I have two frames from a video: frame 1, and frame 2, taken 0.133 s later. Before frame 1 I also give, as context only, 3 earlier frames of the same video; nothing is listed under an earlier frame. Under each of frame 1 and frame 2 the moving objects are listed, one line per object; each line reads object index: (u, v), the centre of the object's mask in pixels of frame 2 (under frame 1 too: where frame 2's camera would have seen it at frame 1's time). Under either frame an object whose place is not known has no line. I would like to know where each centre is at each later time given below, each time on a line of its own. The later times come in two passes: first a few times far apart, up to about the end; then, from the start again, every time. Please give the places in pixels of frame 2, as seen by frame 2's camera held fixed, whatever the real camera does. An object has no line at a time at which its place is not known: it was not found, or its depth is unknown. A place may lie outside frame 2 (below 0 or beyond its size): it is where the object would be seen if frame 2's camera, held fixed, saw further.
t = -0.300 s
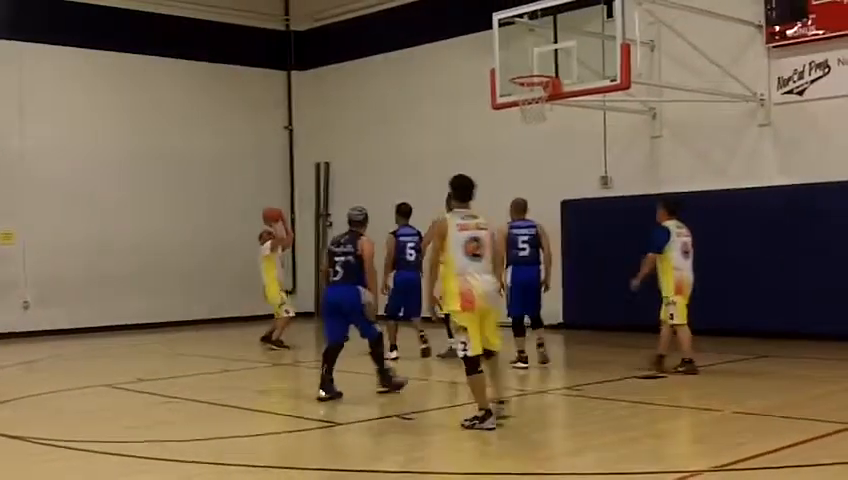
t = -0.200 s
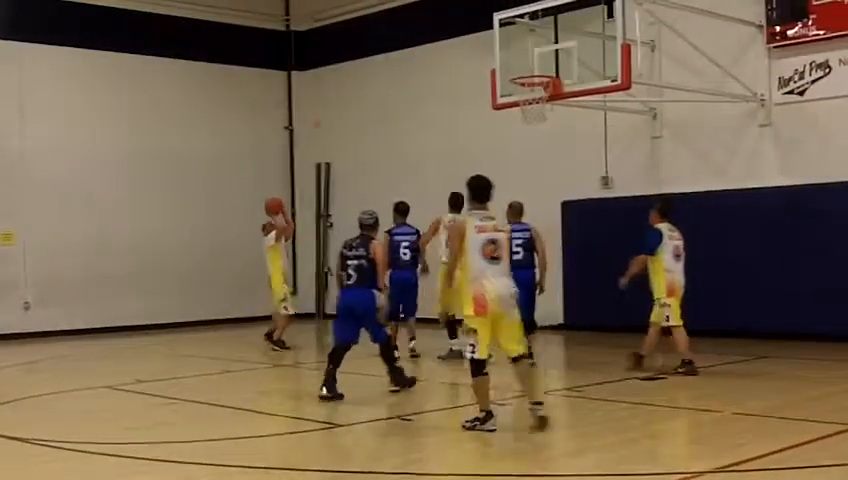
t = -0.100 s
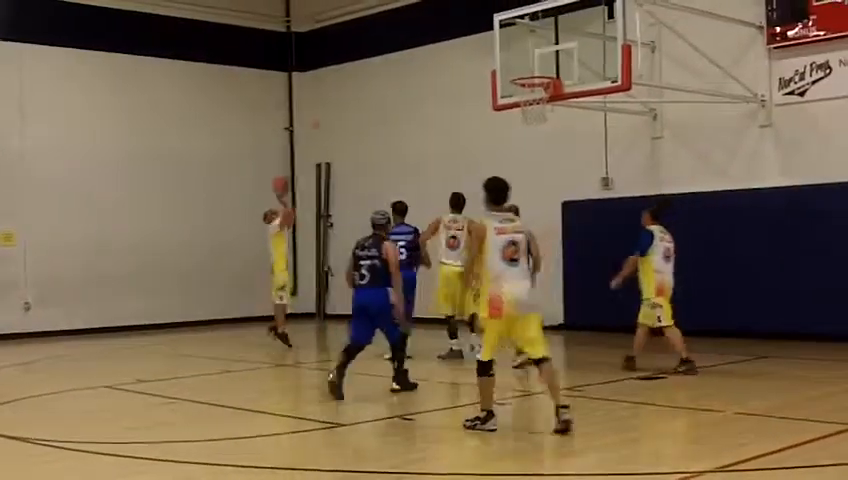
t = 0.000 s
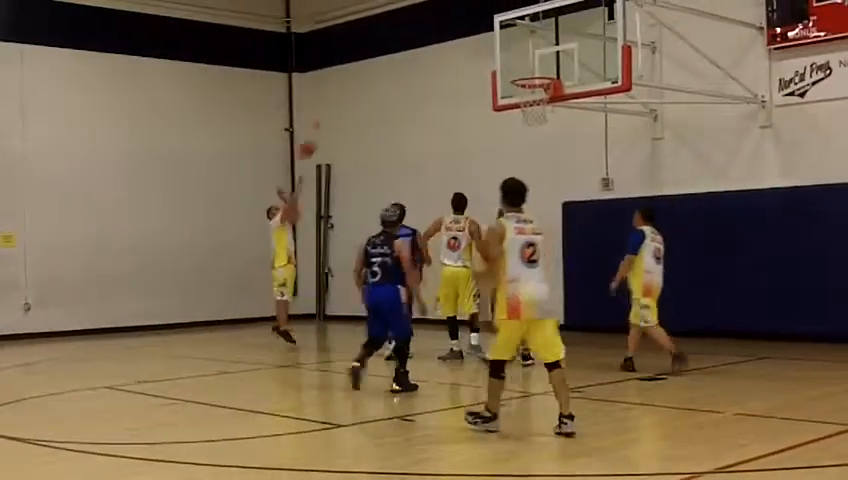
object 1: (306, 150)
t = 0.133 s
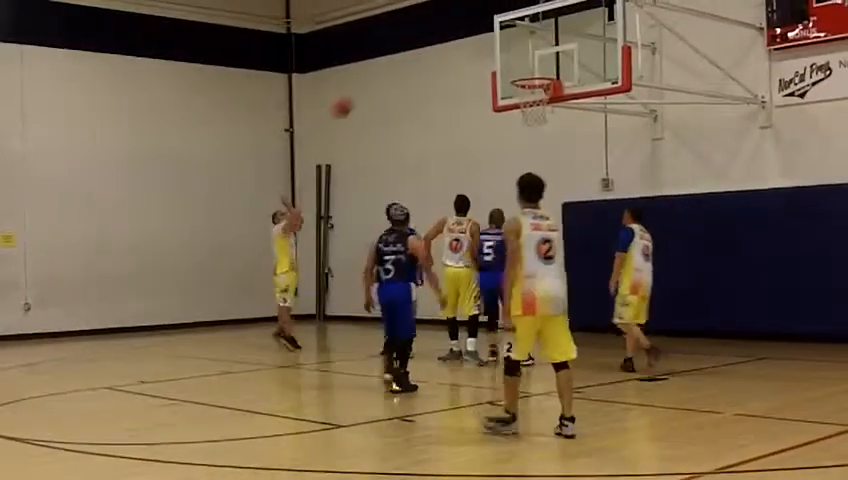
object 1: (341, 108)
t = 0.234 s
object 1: (371, 84)
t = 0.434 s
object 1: (432, 59)
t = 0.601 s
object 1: (488, 65)
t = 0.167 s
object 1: (350, 98)
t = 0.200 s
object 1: (361, 91)
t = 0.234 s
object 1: (371, 84)
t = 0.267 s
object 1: (380, 77)
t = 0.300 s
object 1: (391, 72)
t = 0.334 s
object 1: (401, 70)
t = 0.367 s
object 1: (410, 66)
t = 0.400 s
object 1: (423, 59)
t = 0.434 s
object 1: (432, 59)
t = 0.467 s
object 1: (444, 57)
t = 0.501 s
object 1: (456, 58)
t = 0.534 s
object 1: (467, 59)
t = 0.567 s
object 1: (478, 60)
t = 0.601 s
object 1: (488, 65)
